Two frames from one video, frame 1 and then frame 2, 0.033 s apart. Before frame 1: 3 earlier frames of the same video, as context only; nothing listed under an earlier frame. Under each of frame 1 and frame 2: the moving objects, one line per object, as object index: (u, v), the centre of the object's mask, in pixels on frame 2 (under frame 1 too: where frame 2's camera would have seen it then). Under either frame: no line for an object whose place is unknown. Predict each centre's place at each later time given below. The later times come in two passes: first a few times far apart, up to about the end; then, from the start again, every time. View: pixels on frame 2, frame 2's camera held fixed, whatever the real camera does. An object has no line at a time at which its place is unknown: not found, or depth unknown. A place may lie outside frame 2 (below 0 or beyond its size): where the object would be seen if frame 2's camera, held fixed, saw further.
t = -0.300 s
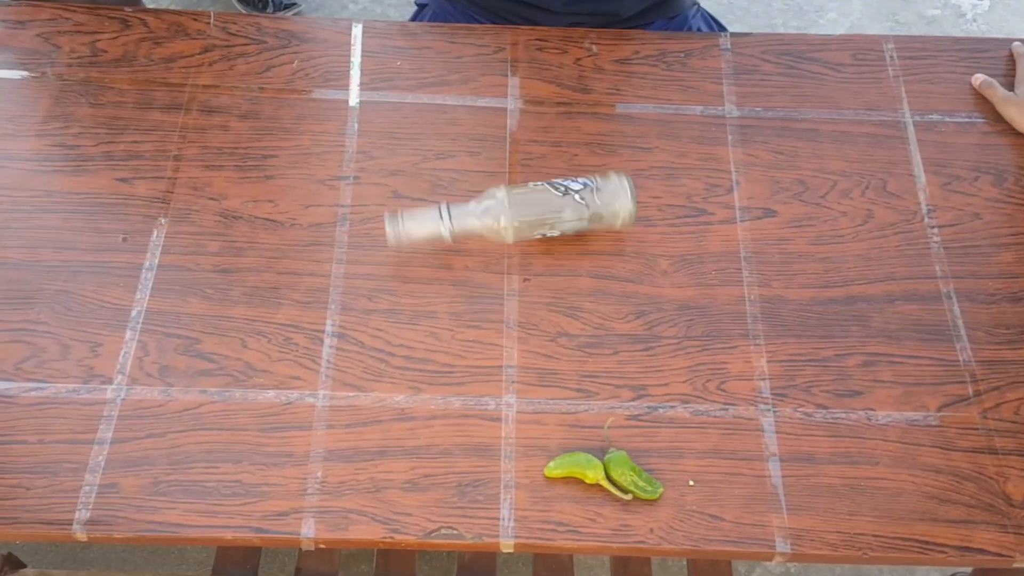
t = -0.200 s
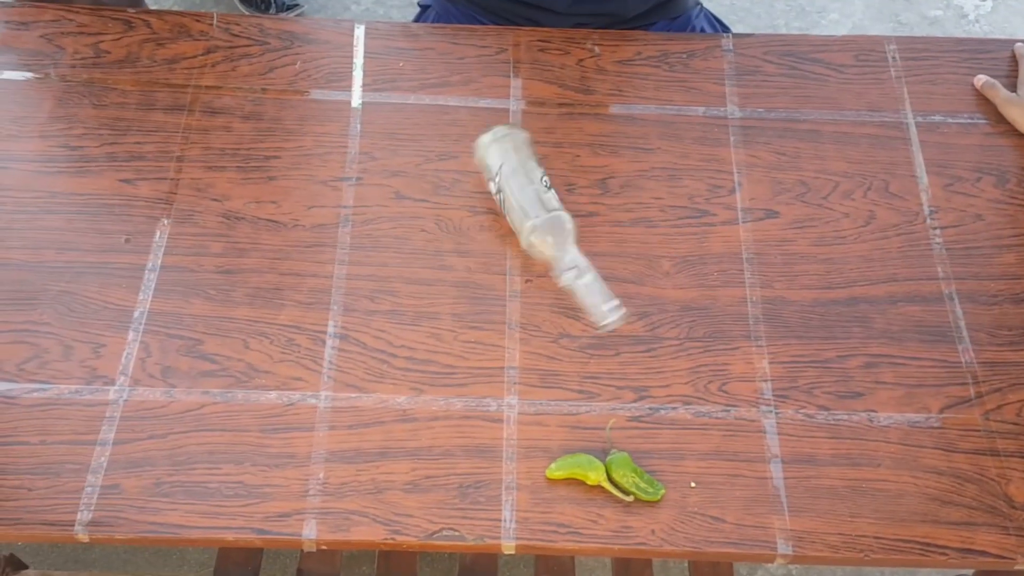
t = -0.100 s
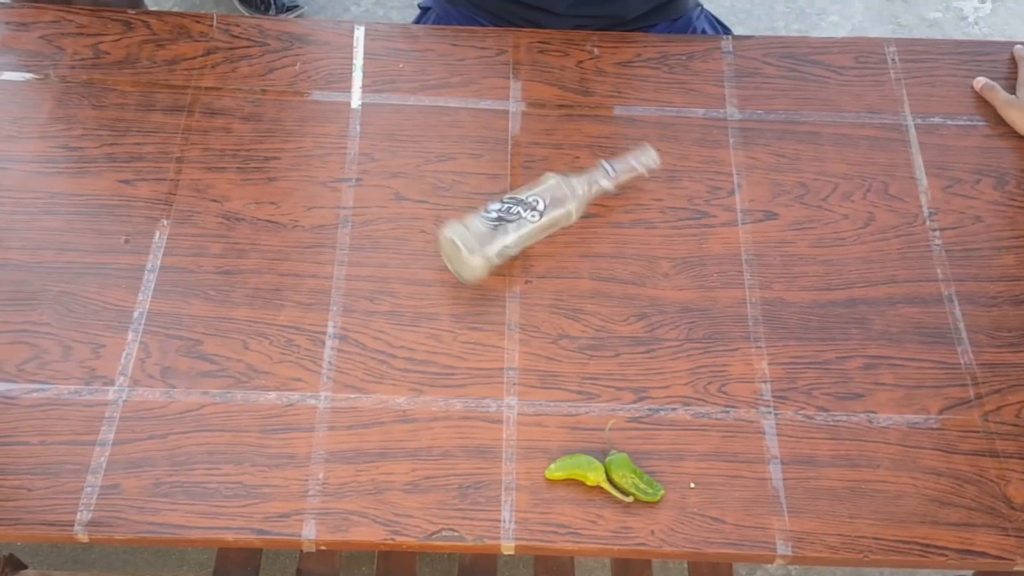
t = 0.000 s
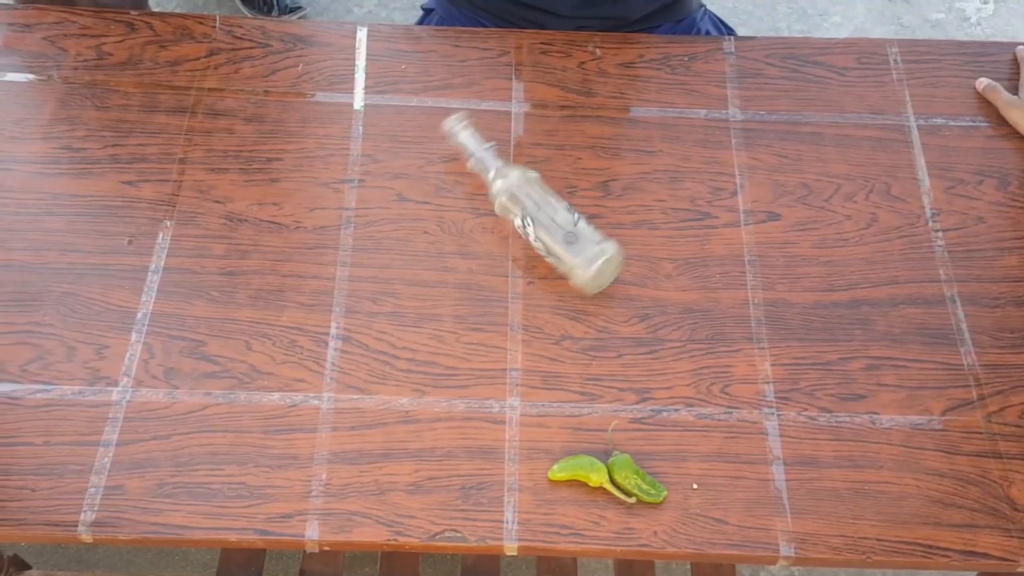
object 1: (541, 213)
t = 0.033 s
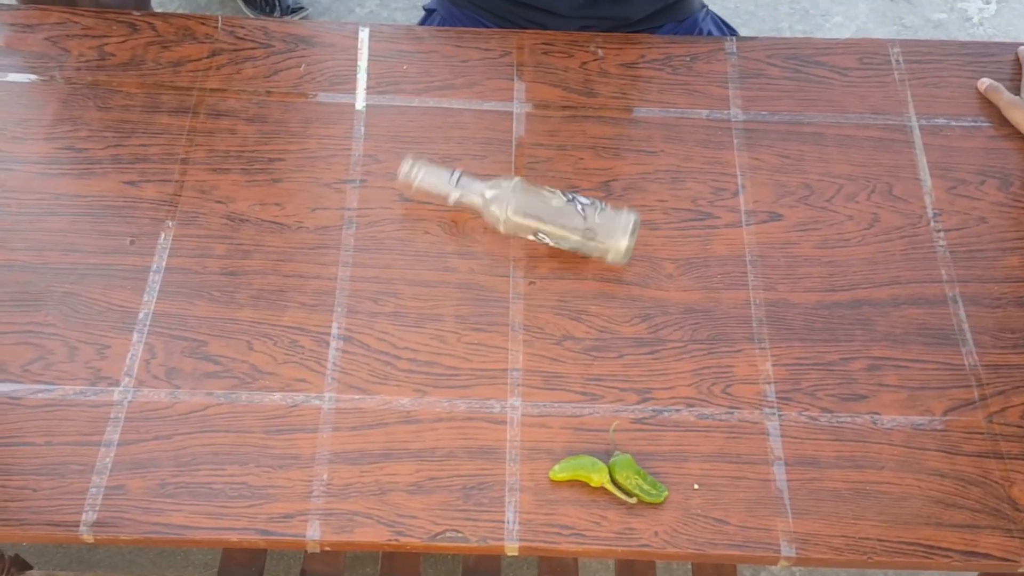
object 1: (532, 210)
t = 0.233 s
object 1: (549, 216)
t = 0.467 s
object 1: (534, 210)
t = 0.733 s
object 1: (554, 221)
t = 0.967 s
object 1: (540, 208)
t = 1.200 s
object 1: (522, 208)
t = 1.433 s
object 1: (489, 221)
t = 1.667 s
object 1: (451, 236)
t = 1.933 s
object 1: (406, 255)
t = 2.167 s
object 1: (362, 274)
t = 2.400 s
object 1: (311, 294)
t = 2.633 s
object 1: (259, 316)
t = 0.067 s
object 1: (528, 215)
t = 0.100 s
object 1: (529, 222)
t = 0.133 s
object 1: (536, 224)
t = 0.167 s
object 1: (544, 226)
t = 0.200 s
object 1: (548, 220)
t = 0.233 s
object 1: (549, 216)
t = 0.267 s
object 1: (546, 213)
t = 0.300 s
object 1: (540, 212)
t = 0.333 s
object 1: (537, 216)
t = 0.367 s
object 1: (539, 215)
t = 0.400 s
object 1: (541, 213)
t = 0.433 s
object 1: (539, 211)
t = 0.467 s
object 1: (534, 210)
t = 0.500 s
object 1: (528, 212)
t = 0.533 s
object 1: (526, 217)
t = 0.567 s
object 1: (529, 222)
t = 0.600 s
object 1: (533, 225)
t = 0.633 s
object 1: (539, 229)
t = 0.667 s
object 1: (546, 227)
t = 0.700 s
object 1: (550, 223)
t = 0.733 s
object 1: (554, 221)
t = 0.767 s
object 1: (554, 217)
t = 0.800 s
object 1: (553, 214)
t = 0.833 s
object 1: (553, 211)
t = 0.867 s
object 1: (547, 209)
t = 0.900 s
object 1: (545, 208)
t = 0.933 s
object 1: (543, 208)
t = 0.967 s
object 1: (540, 208)
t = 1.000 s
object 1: (538, 208)
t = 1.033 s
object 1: (537, 207)
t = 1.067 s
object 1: (534, 206)
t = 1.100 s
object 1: (532, 207)
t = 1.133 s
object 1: (529, 206)
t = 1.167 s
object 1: (525, 207)
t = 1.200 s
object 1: (522, 208)
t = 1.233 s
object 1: (517, 208)
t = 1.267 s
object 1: (513, 209)
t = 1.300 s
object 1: (508, 211)
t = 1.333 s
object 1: (504, 213)
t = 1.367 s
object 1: (499, 216)
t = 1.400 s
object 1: (494, 218)
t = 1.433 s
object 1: (489, 221)
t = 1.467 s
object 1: (484, 223)
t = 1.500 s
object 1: (479, 225)
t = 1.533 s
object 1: (473, 227)
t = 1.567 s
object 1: (467, 229)
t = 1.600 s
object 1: (462, 232)
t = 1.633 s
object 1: (457, 235)
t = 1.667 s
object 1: (451, 236)
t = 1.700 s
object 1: (446, 239)
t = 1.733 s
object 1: (441, 242)
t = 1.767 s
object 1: (436, 244)
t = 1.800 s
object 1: (430, 246)
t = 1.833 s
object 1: (425, 249)
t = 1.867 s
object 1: (419, 252)
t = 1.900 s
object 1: (412, 254)
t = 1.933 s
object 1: (406, 255)
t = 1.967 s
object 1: (401, 258)
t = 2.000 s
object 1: (394, 260)
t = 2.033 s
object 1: (388, 263)
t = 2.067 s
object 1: (382, 266)
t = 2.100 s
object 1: (375, 269)
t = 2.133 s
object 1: (369, 271)
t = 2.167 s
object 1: (362, 274)
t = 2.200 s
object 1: (355, 277)
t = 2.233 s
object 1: (348, 279)
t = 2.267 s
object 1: (340, 282)
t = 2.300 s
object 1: (333, 285)
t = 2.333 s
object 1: (326, 289)
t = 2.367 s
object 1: (318, 291)
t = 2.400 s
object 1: (311, 294)
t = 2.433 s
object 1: (303, 297)
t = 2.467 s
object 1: (295, 300)
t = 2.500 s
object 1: (288, 303)
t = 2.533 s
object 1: (280, 306)
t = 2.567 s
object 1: (273, 309)
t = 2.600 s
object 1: (265, 312)
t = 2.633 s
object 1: (259, 316)
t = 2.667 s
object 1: (251, 320)
